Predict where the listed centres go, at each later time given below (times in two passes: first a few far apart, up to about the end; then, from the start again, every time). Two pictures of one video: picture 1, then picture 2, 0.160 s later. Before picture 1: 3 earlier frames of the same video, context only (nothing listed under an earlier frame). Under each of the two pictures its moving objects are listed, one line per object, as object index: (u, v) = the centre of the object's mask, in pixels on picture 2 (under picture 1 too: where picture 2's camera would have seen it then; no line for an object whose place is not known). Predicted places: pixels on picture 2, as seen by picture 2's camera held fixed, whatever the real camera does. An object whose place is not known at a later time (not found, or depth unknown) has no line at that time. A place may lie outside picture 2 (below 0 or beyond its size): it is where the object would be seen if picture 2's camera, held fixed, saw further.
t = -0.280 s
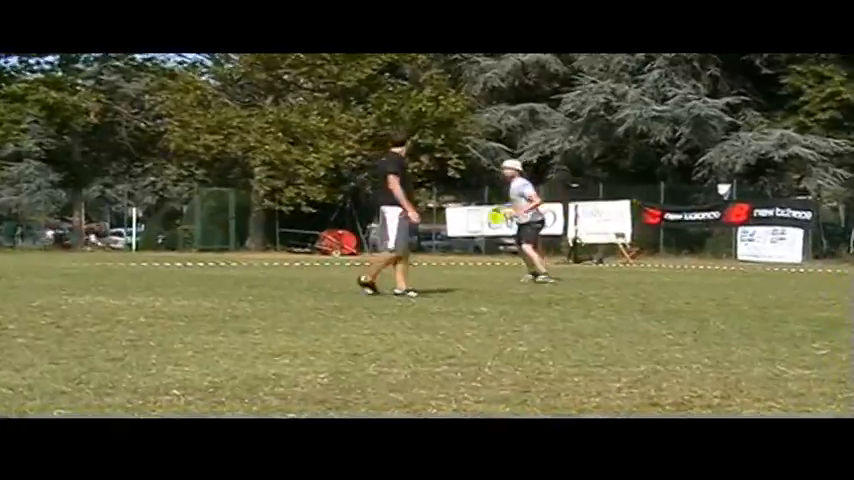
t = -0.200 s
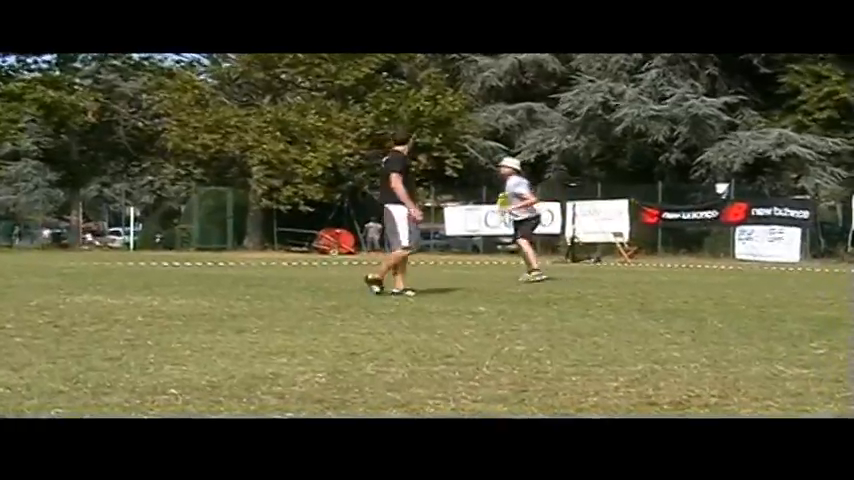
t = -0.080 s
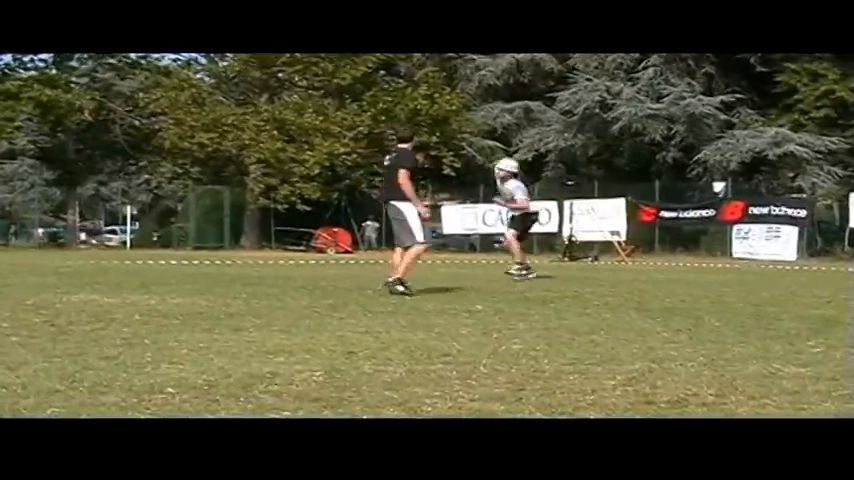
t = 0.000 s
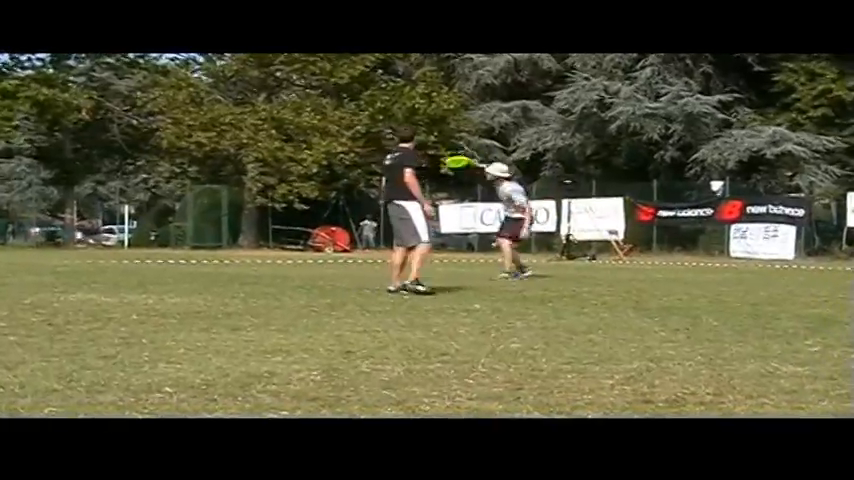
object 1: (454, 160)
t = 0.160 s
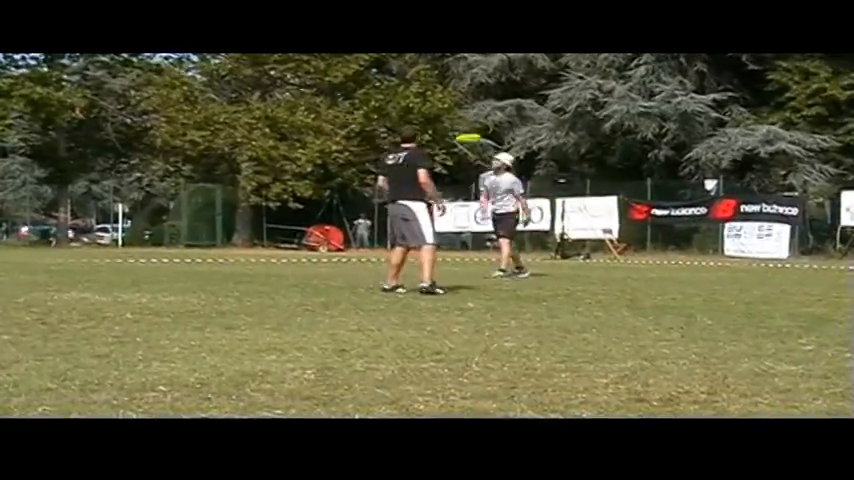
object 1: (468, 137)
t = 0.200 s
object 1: (470, 133)
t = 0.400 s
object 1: (488, 117)
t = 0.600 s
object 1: (503, 111)
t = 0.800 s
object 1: (518, 115)
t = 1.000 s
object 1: (531, 130)
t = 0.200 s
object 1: (470, 133)
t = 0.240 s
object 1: (475, 129)
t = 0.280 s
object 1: (478, 125)
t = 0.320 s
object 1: (481, 121)
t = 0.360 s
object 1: (486, 118)
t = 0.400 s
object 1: (488, 117)
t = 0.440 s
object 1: (491, 114)
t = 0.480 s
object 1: (495, 111)
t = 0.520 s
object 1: (497, 111)
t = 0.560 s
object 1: (500, 111)
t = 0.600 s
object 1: (503, 111)
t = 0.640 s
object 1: (507, 111)
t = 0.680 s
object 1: (510, 111)
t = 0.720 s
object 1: (513, 112)
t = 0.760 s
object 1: (516, 114)
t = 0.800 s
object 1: (518, 115)
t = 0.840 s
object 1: (521, 117)
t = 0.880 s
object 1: (523, 119)
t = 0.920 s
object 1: (524, 122)
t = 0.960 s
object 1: (527, 127)
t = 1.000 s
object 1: (531, 130)
